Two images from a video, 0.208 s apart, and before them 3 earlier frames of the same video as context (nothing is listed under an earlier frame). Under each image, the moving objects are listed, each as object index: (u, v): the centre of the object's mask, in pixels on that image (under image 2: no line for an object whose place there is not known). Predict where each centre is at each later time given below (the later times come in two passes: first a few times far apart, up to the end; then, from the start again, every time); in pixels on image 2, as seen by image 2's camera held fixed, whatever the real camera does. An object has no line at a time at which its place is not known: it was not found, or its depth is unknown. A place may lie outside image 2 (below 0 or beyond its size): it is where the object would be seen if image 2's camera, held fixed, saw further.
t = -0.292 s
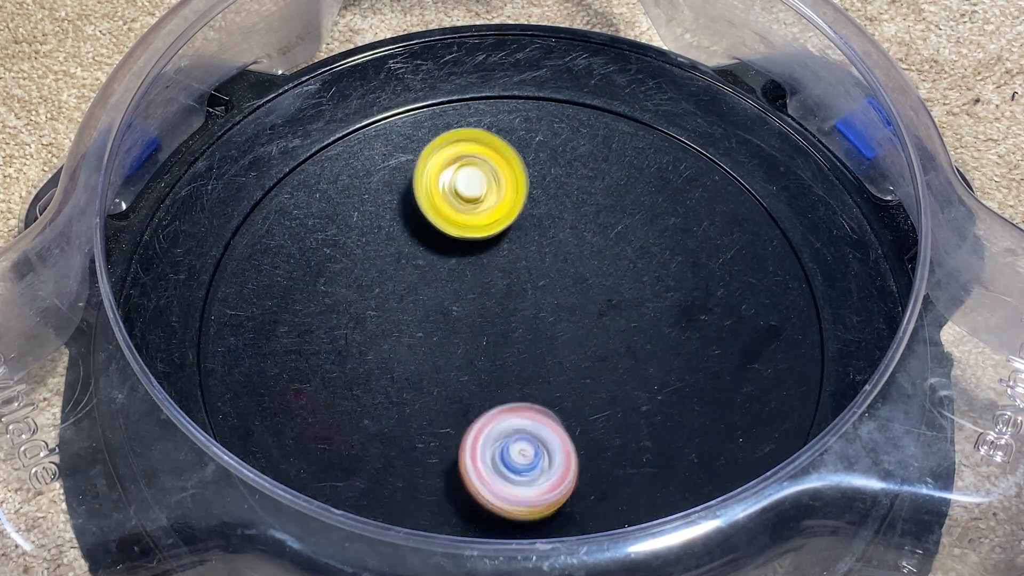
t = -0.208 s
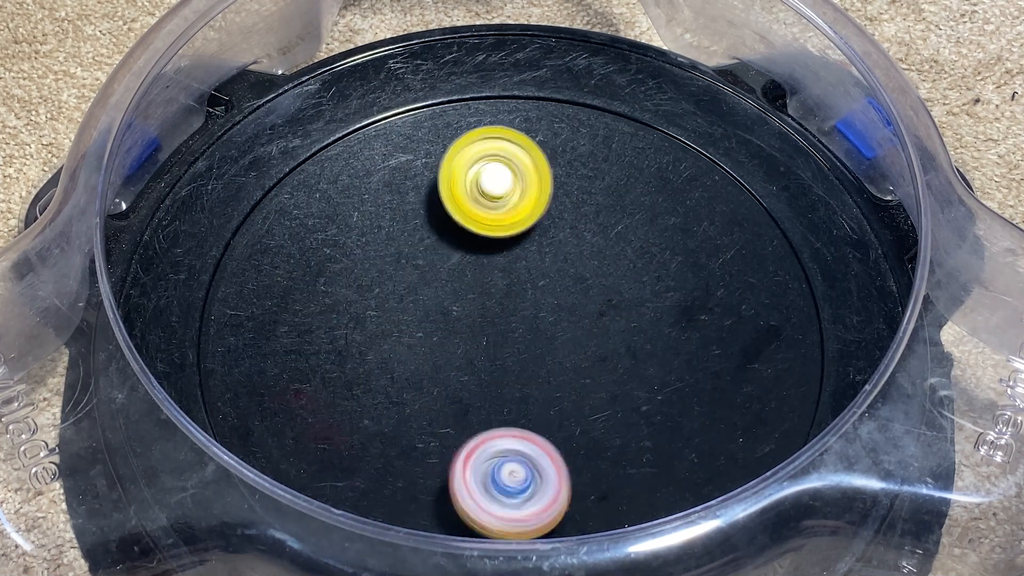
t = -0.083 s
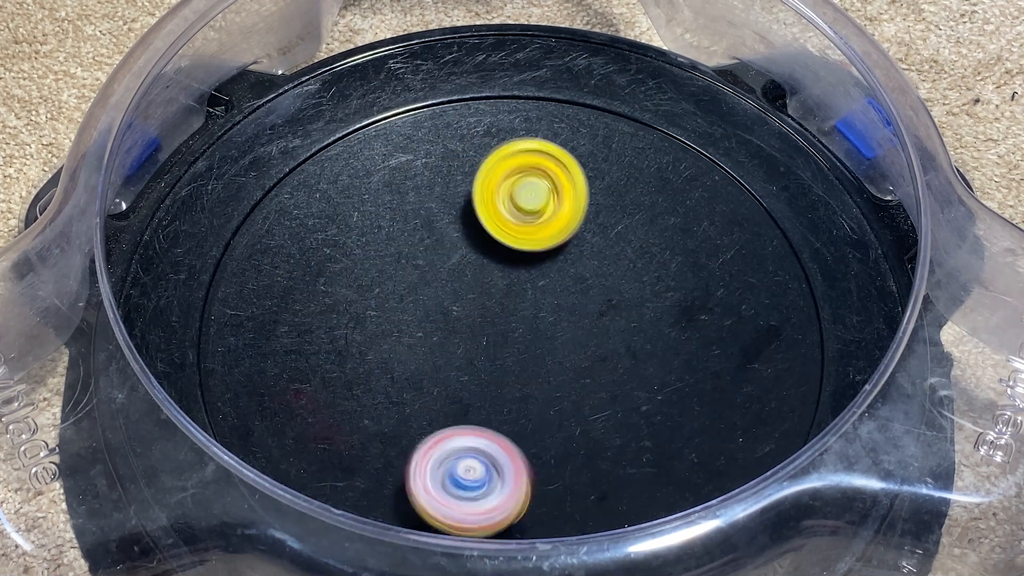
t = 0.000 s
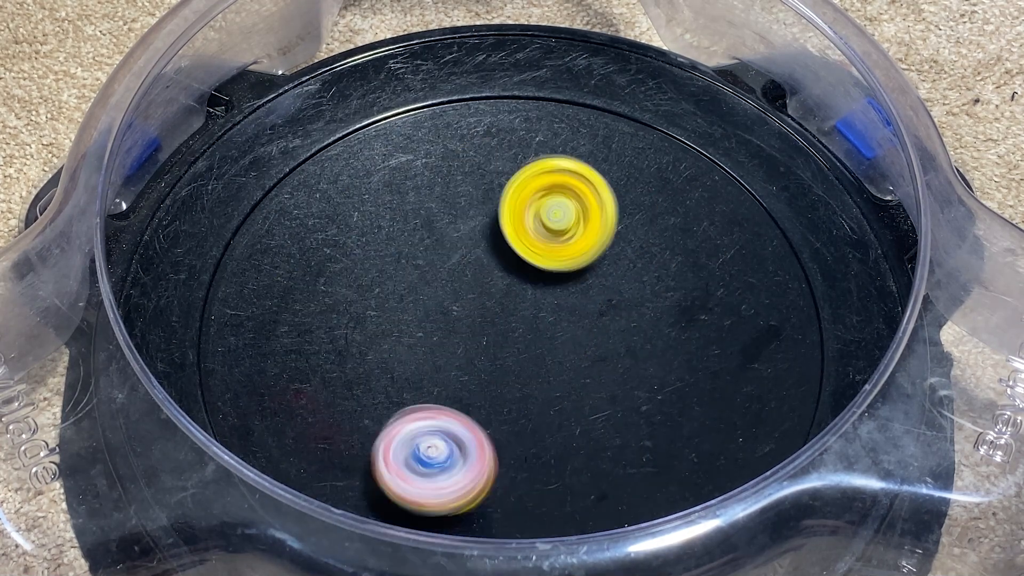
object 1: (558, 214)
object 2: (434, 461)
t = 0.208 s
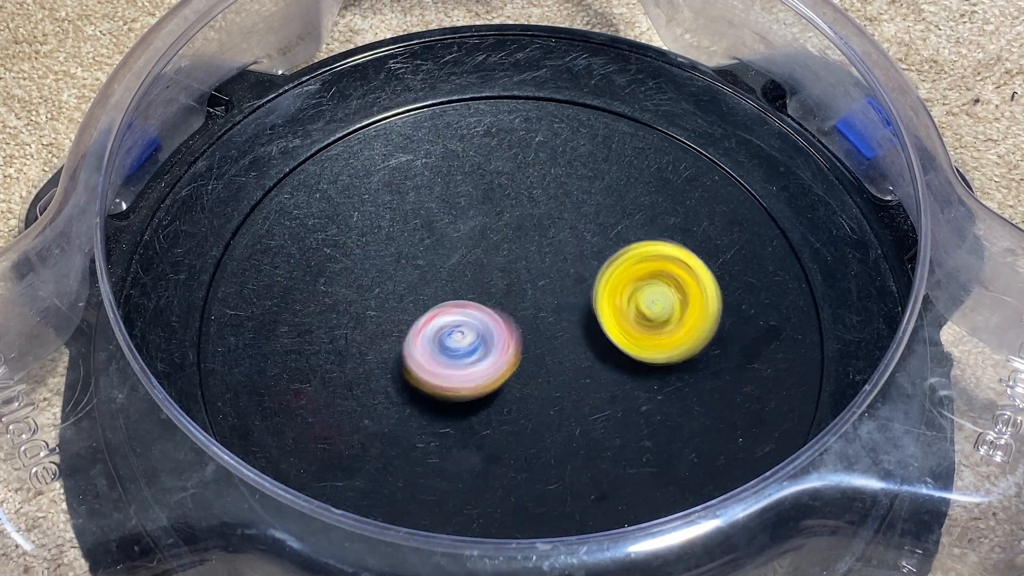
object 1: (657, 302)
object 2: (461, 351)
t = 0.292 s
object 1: (696, 340)
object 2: (516, 319)
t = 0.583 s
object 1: (710, 434)
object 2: (653, 294)
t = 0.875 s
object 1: (577, 475)
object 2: (579, 202)
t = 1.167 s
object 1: (433, 347)
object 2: (542, 229)
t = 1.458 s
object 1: (283, 369)
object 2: (586, 277)
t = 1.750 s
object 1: (340, 437)
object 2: (478, 356)
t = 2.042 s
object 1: (399, 421)
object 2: (546, 164)
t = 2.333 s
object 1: (449, 367)
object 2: (696, 234)
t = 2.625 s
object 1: (576, 246)
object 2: (529, 397)
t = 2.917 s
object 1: (616, 218)
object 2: (323, 349)
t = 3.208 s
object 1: (626, 246)
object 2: (439, 259)
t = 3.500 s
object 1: (621, 288)
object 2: (540, 364)
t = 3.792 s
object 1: (489, 341)
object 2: (510, 461)
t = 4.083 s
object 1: (337, 309)
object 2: (475, 402)
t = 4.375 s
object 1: (329, 305)
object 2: (610, 289)
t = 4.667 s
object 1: (378, 309)
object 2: (664, 315)
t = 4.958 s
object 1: (409, 310)
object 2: (700, 344)
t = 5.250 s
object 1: (427, 345)
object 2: (569, 389)
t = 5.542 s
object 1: (378, 355)
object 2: (494, 321)
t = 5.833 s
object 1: (386, 363)
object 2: (499, 224)
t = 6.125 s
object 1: (426, 370)
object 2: (534, 327)
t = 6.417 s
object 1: (410, 403)
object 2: (615, 358)
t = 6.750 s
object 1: (431, 418)
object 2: (512, 316)
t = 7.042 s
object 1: (467, 413)
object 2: (587, 279)
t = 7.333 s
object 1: (488, 438)
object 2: (540, 281)
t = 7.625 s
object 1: (520, 442)
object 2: (523, 254)
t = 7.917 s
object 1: (541, 425)
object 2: (484, 309)
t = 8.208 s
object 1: (569, 393)
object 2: (428, 324)
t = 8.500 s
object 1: (601, 373)
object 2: (481, 329)
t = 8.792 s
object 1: (633, 370)
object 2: (470, 324)
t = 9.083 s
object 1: (624, 363)
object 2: (517, 320)
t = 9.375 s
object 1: (619, 354)
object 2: (492, 289)
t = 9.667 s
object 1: (624, 328)
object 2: (453, 318)
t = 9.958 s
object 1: (632, 305)
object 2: (434, 306)
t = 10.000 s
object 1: (632, 303)
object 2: (444, 306)
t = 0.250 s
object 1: (678, 322)
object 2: (487, 334)
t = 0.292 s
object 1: (696, 340)
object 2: (516, 319)
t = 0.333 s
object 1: (711, 356)
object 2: (546, 309)
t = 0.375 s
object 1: (722, 371)
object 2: (576, 304)
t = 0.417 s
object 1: (727, 383)
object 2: (604, 302)
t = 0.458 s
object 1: (728, 392)
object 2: (628, 305)
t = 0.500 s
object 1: (723, 400)
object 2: (648, 312)
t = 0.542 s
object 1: (714, 410)
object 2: (659, 312)
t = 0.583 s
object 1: (710, 434)
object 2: (653, 294)
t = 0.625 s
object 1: (699, 450)
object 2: (641, 276)
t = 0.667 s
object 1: (685, 462)
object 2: (629, 259)
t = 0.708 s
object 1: (668, 471)
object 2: (617, 245)
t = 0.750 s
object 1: (648, 477)
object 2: (606, 233)
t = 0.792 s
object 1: (626, 480)
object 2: (595, 222)
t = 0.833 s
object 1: (603, 480)
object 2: (586, 211)
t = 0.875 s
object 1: (577, 475)
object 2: (579, 202)
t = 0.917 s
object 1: (551, 463)
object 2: (573, 196)
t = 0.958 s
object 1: (526, 446)
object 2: (568, 192)
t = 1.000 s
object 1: (503, 427)
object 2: (565, 192)
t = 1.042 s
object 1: (482, 406)
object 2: (563, 197)
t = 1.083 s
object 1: (463, 385)
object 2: (560, 205)
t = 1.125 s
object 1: (447, 366)
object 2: (553, 216)
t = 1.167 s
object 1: (433, 347)
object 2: (542, 229)
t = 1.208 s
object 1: (423, 330)
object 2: (528, 243)
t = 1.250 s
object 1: (414, 316)
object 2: (511, 259)
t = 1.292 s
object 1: (386, 317)
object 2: (523, 258)
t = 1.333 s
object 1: (354, 326)
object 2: (544, 255)
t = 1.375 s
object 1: (324, 338)
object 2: (561, 257)
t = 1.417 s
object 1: (301, 353)
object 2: (575, 264)
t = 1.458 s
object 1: (283, 369)
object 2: (586, 277)
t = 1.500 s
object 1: (272, 385)
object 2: (589, 295)
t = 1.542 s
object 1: (268, 400)
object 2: (584, 314)
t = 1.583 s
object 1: (271, 414)
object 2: (571, 333)
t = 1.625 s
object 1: (282, 425)
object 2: (552, 347)
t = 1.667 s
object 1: (297, 434)
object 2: (529, 355)
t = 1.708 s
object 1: (317, 438)
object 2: (503, 358)
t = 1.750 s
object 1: (340, 437)
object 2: (478, 356)
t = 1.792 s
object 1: (365, 431)
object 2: (456, 349)
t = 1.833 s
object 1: (389, 421)
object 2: (438, 336)
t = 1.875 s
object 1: (397, 424)
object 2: (445, 299)
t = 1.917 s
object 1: (397, 432)
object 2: (468, 249)
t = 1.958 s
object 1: (398, 431)
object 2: (493, 210)
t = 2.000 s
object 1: (398, 427)
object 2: (520, 181)
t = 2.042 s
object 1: (399, 421)
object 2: (546, 164)
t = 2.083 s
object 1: (401, 415)
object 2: (573, 156)
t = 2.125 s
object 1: (405, 408)
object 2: (600, 154)
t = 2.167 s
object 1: (411, 401)
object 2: (626, 158)
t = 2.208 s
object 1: (417, 394)
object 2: (651, 167)
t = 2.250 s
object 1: (425, 387)
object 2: (672, 183)
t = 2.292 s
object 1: (435, 379)
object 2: (689, 206)
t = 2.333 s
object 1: (449, 367)
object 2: (696, 234)
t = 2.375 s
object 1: (466, 351)
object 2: (692, 264)
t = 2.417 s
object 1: (486, 333)
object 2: (680, 296)
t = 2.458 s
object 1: (507, 315)
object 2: (659, 325)
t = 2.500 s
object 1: (526, 297)
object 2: (630, 351)
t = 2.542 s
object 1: (544, 277)
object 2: (598, 372)
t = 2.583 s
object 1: (562, 261)
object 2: (564, 386)
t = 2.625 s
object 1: (576, 246)
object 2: (529, 397)
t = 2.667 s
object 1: (587, 236)
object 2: (493, 402)
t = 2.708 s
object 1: (595, 228)
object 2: (458, 404)
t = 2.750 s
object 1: (601, 224)
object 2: (424, 401)
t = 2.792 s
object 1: (604, 221)
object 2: (392, 394)
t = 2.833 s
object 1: (608, 219)
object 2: (364, 383)
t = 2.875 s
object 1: (612, 218)
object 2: (340, 368)
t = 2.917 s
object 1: (616, 218)
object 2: (323, 349)
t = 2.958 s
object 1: (620, 219)
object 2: (313, 329)
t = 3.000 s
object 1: (624, 221)
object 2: (313, 307)
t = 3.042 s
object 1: (626, 225)
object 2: (324, 286)
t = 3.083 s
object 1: (628, 229)
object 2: (344, 269)
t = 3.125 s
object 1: (628, 234)
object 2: (371, 259)
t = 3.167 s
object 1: (628, 240)
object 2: (404, 256)
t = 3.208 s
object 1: (626, 246)
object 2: (439, 259)
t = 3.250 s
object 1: (622, 253)
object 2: (474, 266)
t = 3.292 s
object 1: (619, 260)
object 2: (504, 277)
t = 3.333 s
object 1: (632, 264)
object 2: (506, 295)
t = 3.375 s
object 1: (637, 269)
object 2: (508, 312)
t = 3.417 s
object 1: (633, 276)
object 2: (515, 330)
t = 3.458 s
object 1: (627, 282)
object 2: (527, 346)
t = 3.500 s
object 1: (621, 288)
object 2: (540, 364)
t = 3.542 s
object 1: (612, 294)
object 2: (550, 383)
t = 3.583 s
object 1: (599, 301)
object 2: (556, 401)
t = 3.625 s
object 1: (583, 310)
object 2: (557, 419)
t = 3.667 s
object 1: (562, 320)
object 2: (552, 434)
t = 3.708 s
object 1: (539, 331)
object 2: (541, 444)
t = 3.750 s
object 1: (515, 343)
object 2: (525, 449)
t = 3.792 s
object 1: (489, 341)
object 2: (510, 461)
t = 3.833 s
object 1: (463, 328)
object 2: (497, 483)
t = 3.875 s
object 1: (437, 317)
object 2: (485, 489)
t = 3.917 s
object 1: (412, 311)
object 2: (470, 484)
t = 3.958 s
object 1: (388, 309)
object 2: (461, 469)
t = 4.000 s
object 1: (366, 308)
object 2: (457, 448)
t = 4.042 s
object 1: (348, 308)
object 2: (463, 425)
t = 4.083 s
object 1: (337, 309)
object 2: (475, 402)
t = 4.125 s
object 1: (333, 310)
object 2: (489, 381)
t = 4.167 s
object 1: (330, 310)
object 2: (508, 360)
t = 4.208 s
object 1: (328, 309)
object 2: (529, 342)
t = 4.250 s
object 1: (326, 308)
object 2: (549, 325)
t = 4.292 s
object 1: (326, 308)
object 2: (570, 311)
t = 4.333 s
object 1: (326, 307)
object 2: (590, 298)
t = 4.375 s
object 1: (329, 305)
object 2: (610, 289)
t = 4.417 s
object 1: (332, 304)
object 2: (629, 281)
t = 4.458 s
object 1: (337, 304)
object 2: (646, 277)
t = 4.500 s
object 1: (344, 303)
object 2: (661, 277)
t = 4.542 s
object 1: (352, 304)
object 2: (675, 281)
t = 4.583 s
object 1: (360, 305)
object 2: (683, 290)
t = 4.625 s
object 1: (369, 307)
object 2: (678, 303)
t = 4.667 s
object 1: (378, 309)
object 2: (664, 315)
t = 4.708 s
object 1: (391, 313)
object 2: (640, 324)
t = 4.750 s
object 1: (410, 317)
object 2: (614, 329)
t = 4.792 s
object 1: (434, 322)
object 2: (586, 331)
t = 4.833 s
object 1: (444, 322)
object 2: (587, 331)
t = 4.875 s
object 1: (424, 317)
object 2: (635, 337)
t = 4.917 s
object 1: (412, 312)
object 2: (674, 341)
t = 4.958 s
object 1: (409, 310)
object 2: (700, 344)
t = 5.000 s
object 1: (412, 313)
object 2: (711, 349)
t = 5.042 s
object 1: (415, 319)
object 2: (708, 357)
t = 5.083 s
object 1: (418, 324)
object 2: (692, 369)
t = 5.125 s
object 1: (420, 329)
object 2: (668, 382)
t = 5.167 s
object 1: (423, 335)
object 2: (638, 391)
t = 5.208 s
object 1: (425, 340)
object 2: (604, 394)
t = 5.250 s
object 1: (427, 345)
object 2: (569, 389)
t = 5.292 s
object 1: (426, 349)
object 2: (542, 382)
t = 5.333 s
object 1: (402, 348)
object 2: (547, 377)
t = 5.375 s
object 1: (388, 347)
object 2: (546, 370)
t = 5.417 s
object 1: (382, 347)
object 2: (539, 360)
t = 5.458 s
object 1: (382, 349)
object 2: (527, 349)
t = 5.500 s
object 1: (380, 353)
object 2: (510, 336)
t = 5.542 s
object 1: (378, 355)
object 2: (494, 321)
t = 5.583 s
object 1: (376, 357)
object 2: (481, 304)
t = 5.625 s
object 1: (377, 358)
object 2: (471, 286)
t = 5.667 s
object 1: (378, 359)
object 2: (467, 269)
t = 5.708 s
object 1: (379, 361)
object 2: (468, 252)
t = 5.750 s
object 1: (380, 362)
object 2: (474, 238)
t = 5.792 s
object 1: (383, 362)
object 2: (484, 229)
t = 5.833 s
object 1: (386, 363)
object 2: (499, 224)
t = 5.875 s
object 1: (391, 363)
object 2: (515, 227)
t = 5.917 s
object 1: (397, 364)
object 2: (529, 237)
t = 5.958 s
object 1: (403, 365)
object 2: (538, 254)
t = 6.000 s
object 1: (409, 365)
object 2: (543, 273)
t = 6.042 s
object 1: (417, 366)
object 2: (542, 293)
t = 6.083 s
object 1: (425, 368)
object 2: (536, 312)
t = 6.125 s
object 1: (426, 370)
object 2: (534, 327)
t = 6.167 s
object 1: (427, 372)
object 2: (539, 340)
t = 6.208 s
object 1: (409, 382)
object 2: (568, 339)
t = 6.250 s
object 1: (400, 388)
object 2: (594, 338)
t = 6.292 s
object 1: (401, 391)
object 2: (611, 337)
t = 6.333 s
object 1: (404, 395)
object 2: (621, 341)
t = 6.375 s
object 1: (407, 399)
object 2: (621, 348)
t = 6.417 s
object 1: (410, 403)
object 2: (615, 358)
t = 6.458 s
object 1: (412, 407)
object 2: (604, 368)
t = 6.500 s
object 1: (415, 410)
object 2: (587, 376)
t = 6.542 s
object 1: (418, 413)
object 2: (566, 377)
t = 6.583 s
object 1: (421, 415)
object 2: (546, 373)
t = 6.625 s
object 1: (424, 416)
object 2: (527, 364)
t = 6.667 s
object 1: (424, 419)
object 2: (514, 351)
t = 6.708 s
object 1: (426, 416)
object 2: (511, 334)
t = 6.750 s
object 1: (431, 418)
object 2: (512, 316)
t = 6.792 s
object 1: (433, 417)
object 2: (516, 300)
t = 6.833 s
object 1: (438, 418)
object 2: (524, 286)
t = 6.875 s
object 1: (442, 418)
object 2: (535, 276)
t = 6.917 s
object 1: (448, 417)
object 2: (549, 269)
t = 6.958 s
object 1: (454, 416)
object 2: (564, 266)
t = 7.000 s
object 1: (461, 414)
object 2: (578, 269)
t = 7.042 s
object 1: (467, 413)
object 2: (587, 279)
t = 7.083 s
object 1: (474, 412)
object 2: (590, 292)
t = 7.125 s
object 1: (481, 410)
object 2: (584, 306)
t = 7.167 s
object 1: (488, 409)
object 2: (573, 319)
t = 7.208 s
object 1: (494, 409)
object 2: (559, 326)
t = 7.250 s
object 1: (490, 424)
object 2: (551, 310)
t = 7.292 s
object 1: (487, 435)
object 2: (546, 293)
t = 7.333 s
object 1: (488, 438)
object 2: (540, 281)
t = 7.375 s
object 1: (494, 438)
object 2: (535, 271)
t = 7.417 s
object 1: (499, 439)
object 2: (531, 263)
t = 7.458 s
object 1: (504, 439)
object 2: (529, 257)
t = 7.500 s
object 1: (509, 440)
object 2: (529, 253)
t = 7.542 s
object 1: (513, 440)
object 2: (527, 251)
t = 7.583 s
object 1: (517, 441)
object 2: (526, 252)
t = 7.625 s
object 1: (520, 442)
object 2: (523, 254)
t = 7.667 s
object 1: (523, 441)
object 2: (520, 258)
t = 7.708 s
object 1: (525, 440)
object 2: (517, 265)
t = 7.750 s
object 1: (528, 439)
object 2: (513, 272)
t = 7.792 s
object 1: (531, 437)
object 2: (508, 281)
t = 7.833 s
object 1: (534, 433)
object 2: (503, 290)
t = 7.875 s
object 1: (537, 429)
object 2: (494, 300)
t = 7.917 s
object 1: (541, 425)
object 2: (484, 309)
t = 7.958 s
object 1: (545, 420)
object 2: (473, 316)
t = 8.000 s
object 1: (548, 415)
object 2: (461, 321)
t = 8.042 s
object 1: (552, 410)
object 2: (452, 324)
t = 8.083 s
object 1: (556, 406)
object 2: (443, 326)
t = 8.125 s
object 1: (560, 402)
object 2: (436, 326)
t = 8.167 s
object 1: (564, 397)
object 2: (431, 325)
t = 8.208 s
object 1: (569, 393)
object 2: (428, 324)
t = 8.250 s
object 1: (574, 390)
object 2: (429, 322)
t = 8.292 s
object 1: (578, 386)
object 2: (432, 321)
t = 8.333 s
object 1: (583, 383)
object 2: (438, 322)
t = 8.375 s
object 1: (588, 380)
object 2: (446, 321)
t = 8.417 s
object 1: (592, 377)
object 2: (457, 322)
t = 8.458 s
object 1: (597, 375)
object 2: (468, 325)
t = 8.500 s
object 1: (601, 373)
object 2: (481, 329)
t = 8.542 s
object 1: (606, 371)
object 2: (493, 334)
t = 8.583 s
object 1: (617, 371)
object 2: (492, 338)
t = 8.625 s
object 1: (622, 373)
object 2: (482, 338)
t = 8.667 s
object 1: (625, 372)
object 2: (475, 335)
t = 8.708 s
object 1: (629, 371)
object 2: (470, 331)
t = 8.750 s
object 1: (632, 370)
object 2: (470, 327)
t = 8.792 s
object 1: (633, 370)
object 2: (470, 324)
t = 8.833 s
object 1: (634, 370)
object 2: (472, 319)
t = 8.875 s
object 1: (635, 369)
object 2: (477, 316)
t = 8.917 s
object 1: (634, 368)
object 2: (484, 315)
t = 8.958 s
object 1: (632, 367)
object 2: (491, 313)
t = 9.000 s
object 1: (630, 366)
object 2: (501, 315)
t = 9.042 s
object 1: (626, 364)
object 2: (511, 319)
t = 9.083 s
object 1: (624, 363)
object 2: (517, 320)
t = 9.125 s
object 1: (633, 370)
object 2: (506, 307)
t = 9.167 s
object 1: (629, 371)
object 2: (496, 298)
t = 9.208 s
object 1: (628, 367)
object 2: (492, 292)
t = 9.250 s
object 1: (626, 365)
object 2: (490, 289)
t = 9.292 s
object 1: (623, 361)
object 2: (490, 287)
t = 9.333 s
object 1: (621, 358)
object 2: (490, 288)
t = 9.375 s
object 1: (619, 354)
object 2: (492, 289)
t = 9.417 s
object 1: (616, 350)
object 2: (494, 291)
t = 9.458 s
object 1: (614, 346)
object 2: (497, 294)
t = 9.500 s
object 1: (613, 342)
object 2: (500, 300)
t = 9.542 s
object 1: (612, 337)
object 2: (501, 308)
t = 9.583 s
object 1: (621, 335)
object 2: (484, 314)
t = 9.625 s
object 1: (623, 332)
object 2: (467, 317)
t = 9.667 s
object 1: (624, 328)
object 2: (453, 318)
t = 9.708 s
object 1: (624, 323)
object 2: (441, 318)
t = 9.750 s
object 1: (626, 319)
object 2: (431, 315)
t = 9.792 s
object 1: (627, 316)
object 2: (426, 312)
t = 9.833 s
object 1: (628, 312)
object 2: (423, 309)
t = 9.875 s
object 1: (630, 309)
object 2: (425, 307)
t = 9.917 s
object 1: (631, 307)
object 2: (428, 305)
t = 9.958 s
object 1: (632, 305)
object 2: (434, 306)
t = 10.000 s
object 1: (632, 303)
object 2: (444, 306)
